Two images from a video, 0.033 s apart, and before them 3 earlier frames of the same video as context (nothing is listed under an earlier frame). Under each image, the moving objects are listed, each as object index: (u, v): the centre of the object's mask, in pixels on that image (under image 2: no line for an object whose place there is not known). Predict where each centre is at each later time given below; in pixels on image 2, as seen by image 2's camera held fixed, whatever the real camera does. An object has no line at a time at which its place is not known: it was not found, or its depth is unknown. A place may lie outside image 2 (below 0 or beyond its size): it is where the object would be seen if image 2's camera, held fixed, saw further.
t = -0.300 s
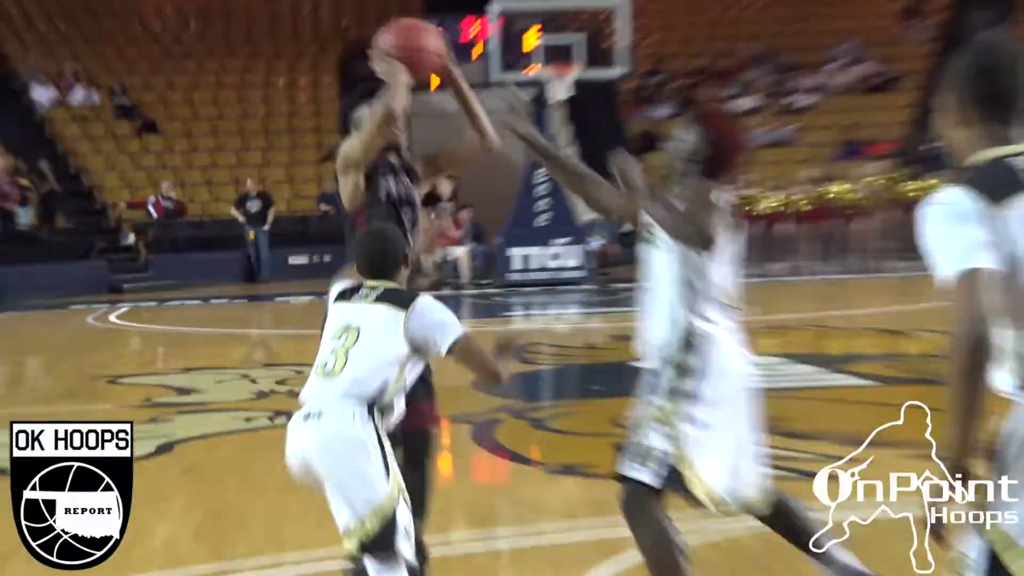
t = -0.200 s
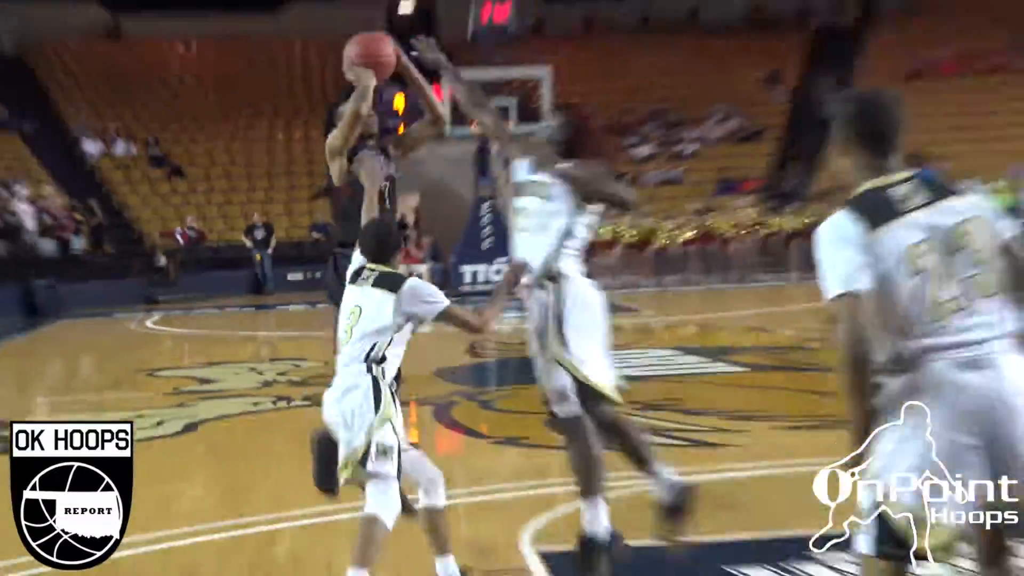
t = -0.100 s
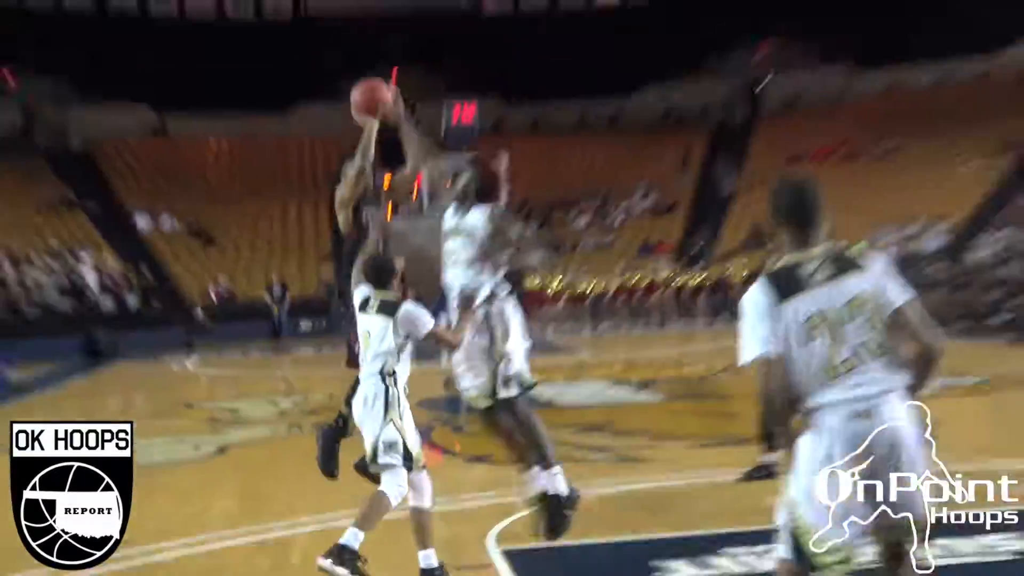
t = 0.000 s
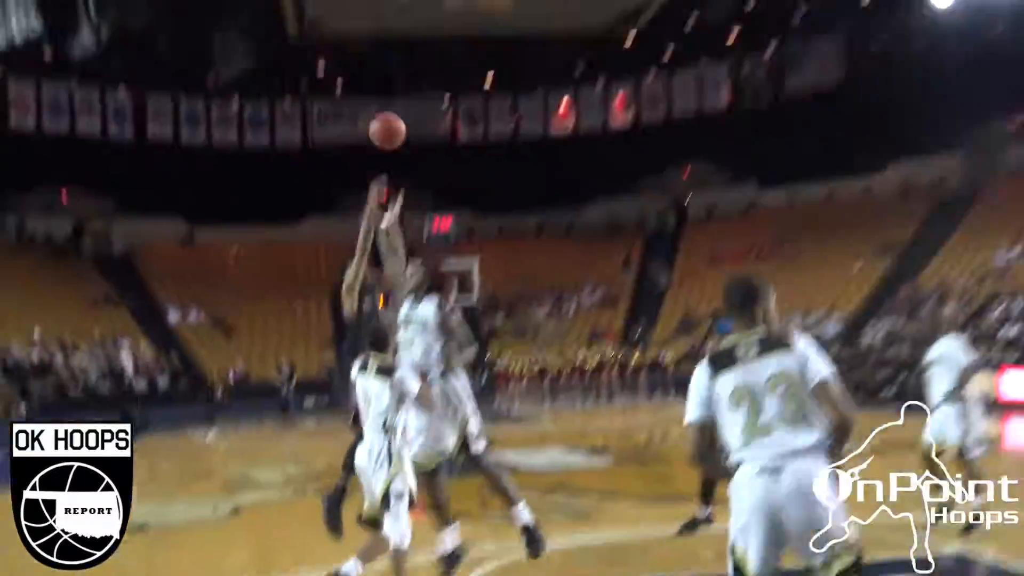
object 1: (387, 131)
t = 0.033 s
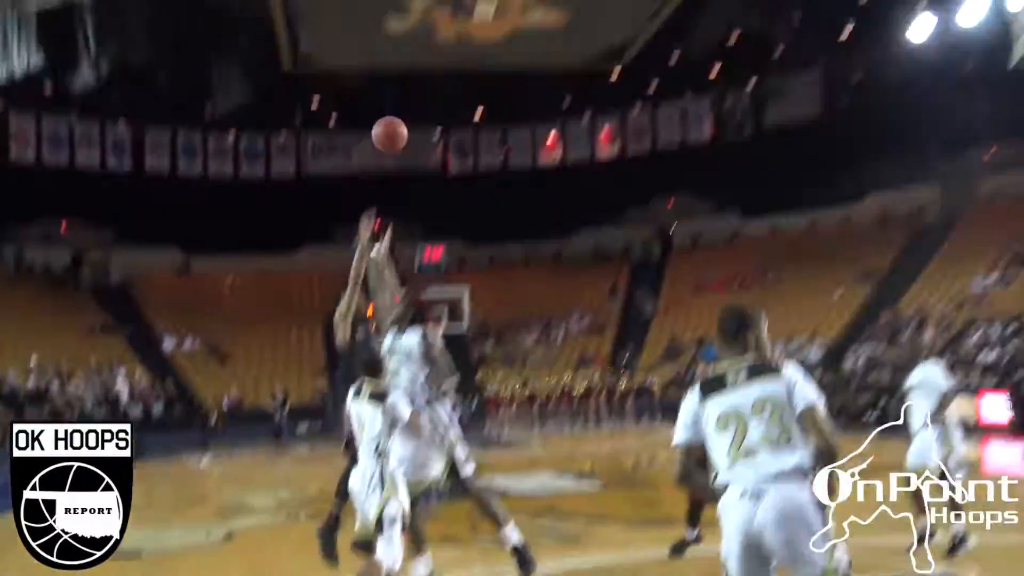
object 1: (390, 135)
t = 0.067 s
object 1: (400, 108)
